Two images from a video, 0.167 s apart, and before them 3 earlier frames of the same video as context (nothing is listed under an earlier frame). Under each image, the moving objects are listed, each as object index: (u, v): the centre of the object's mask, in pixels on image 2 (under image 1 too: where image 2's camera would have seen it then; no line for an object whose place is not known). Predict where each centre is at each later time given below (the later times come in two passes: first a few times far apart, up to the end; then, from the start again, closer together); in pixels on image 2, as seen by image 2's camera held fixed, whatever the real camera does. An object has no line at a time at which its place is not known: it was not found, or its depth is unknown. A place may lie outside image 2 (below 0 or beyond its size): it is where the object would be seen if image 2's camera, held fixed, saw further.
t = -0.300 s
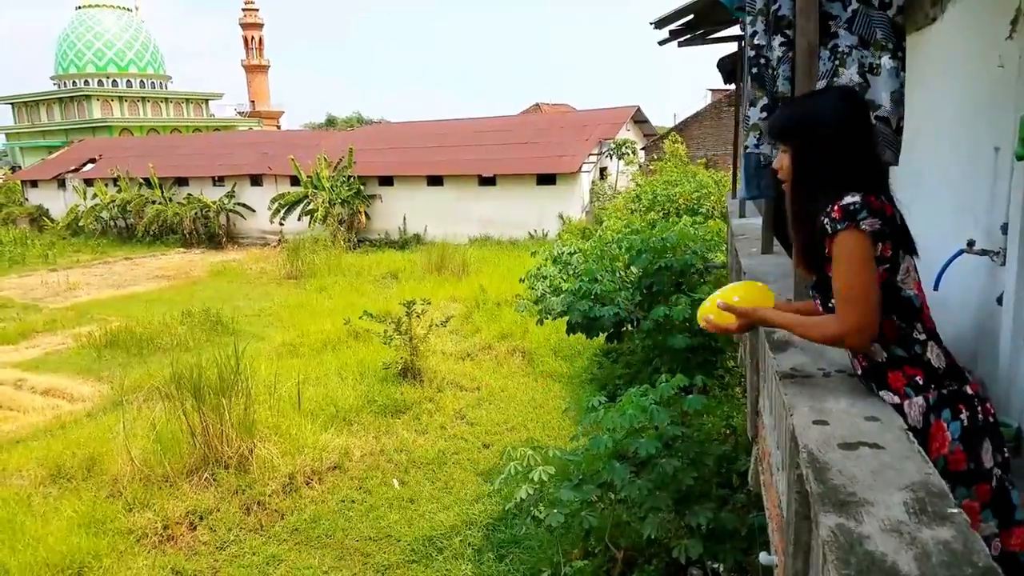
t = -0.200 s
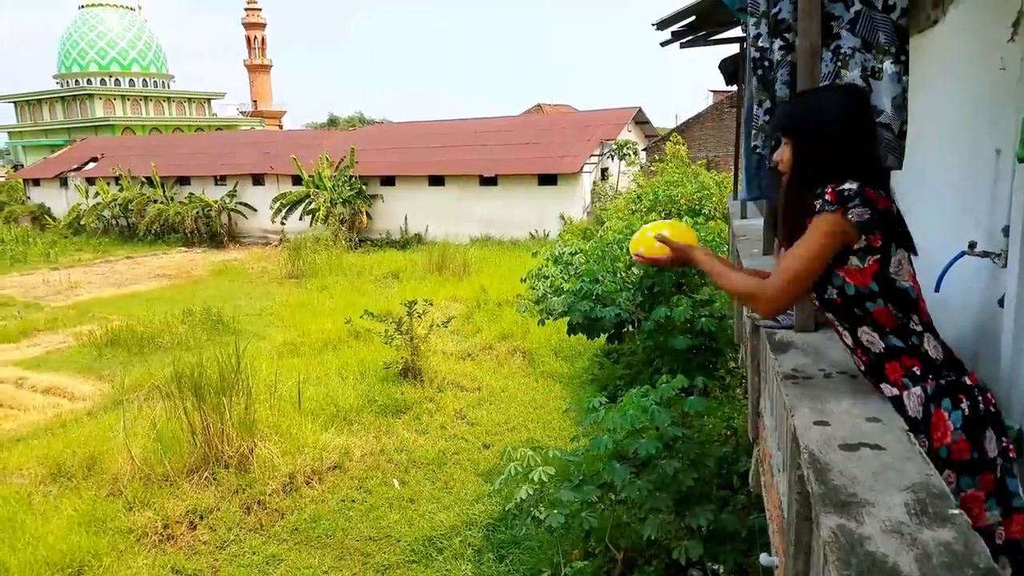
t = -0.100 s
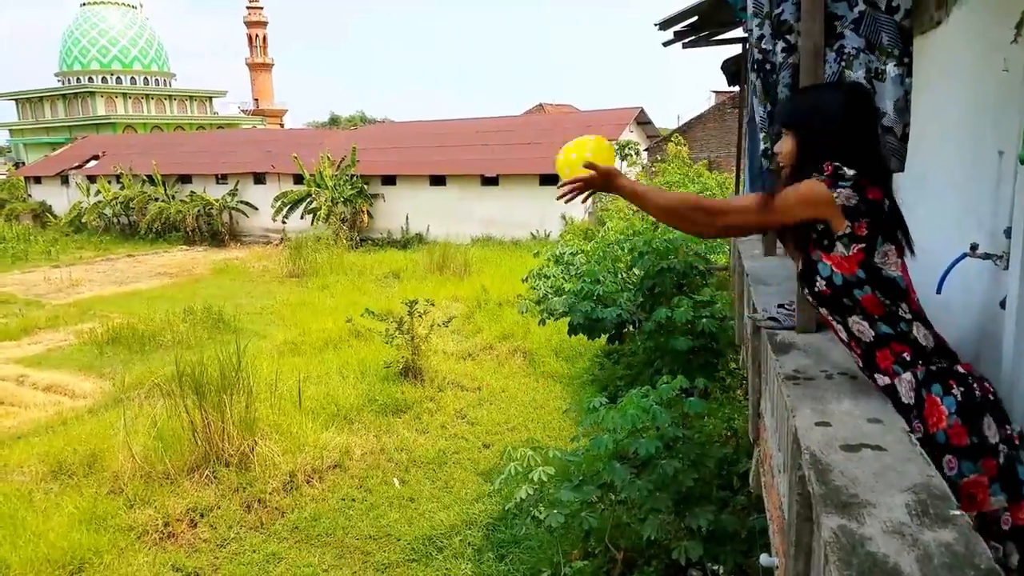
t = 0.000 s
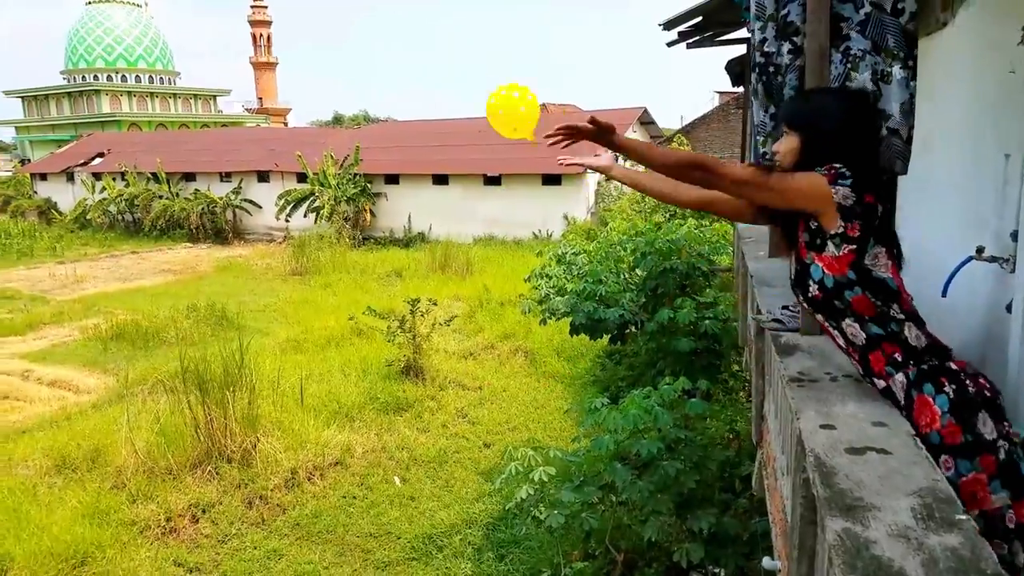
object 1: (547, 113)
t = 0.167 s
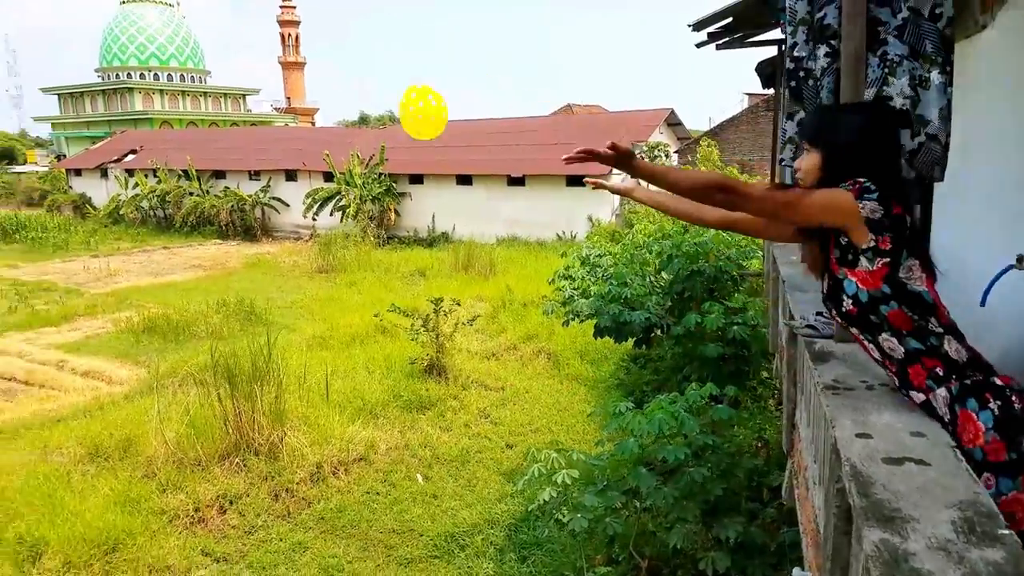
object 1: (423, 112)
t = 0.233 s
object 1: (383, 142)
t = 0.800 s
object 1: (171, 739)
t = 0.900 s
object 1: (149, 873)
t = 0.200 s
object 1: (402, 126)
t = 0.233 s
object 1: (383, 142)
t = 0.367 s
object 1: (314, 240)
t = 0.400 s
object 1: (301, 270)
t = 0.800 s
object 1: (171, 739)
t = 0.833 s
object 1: (163, 784)
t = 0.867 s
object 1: (156, 829)
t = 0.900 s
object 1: (149, 873)
